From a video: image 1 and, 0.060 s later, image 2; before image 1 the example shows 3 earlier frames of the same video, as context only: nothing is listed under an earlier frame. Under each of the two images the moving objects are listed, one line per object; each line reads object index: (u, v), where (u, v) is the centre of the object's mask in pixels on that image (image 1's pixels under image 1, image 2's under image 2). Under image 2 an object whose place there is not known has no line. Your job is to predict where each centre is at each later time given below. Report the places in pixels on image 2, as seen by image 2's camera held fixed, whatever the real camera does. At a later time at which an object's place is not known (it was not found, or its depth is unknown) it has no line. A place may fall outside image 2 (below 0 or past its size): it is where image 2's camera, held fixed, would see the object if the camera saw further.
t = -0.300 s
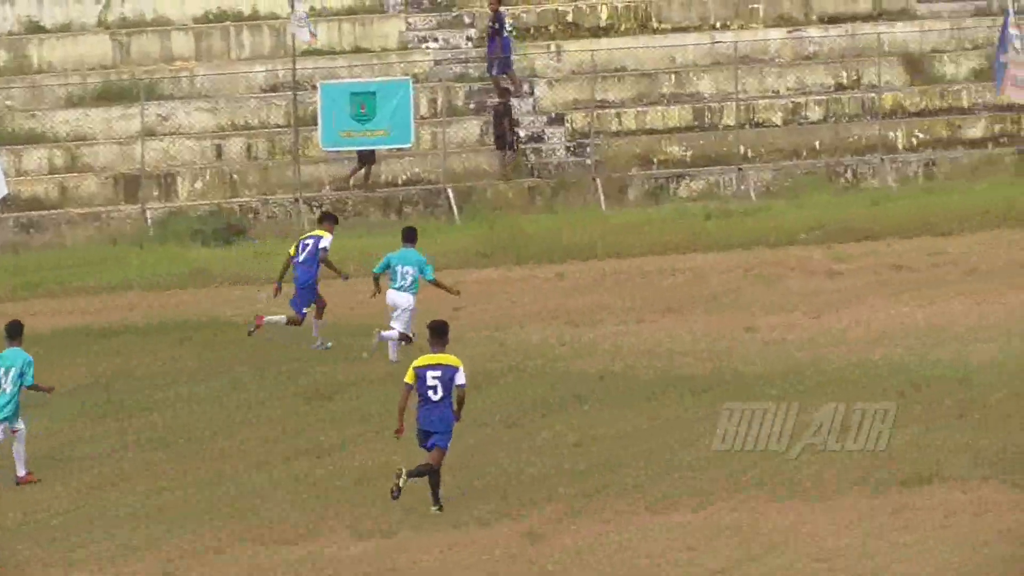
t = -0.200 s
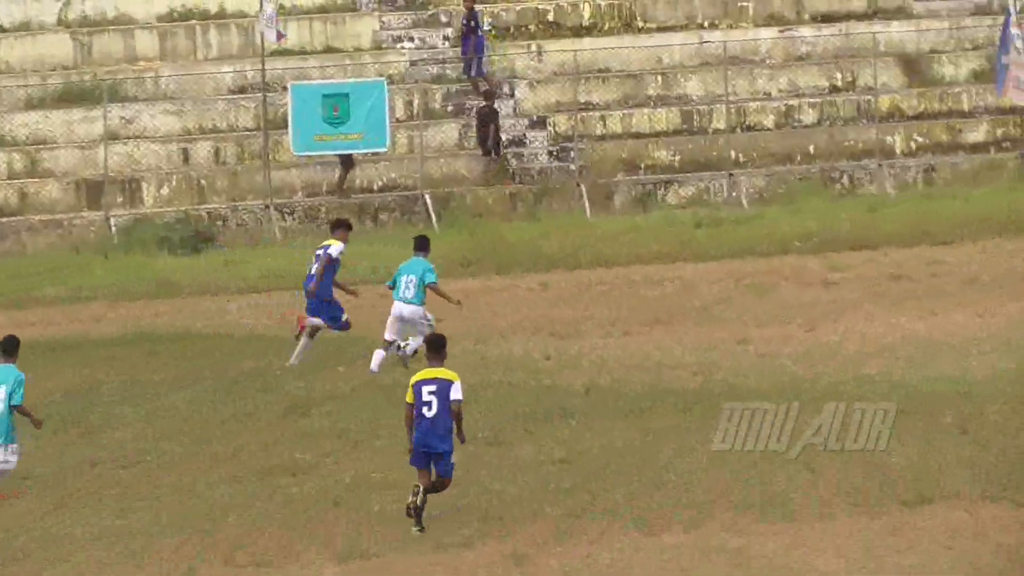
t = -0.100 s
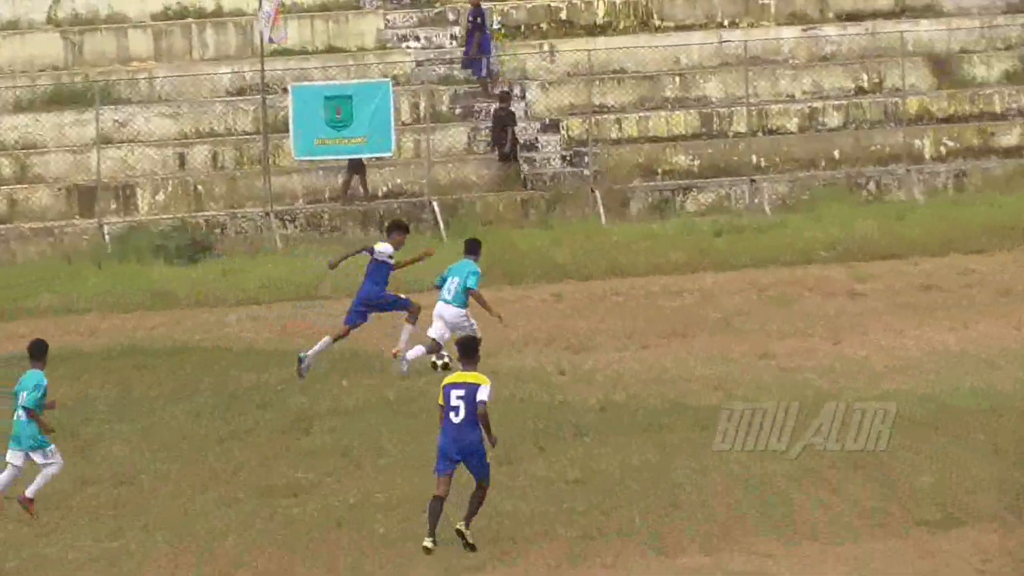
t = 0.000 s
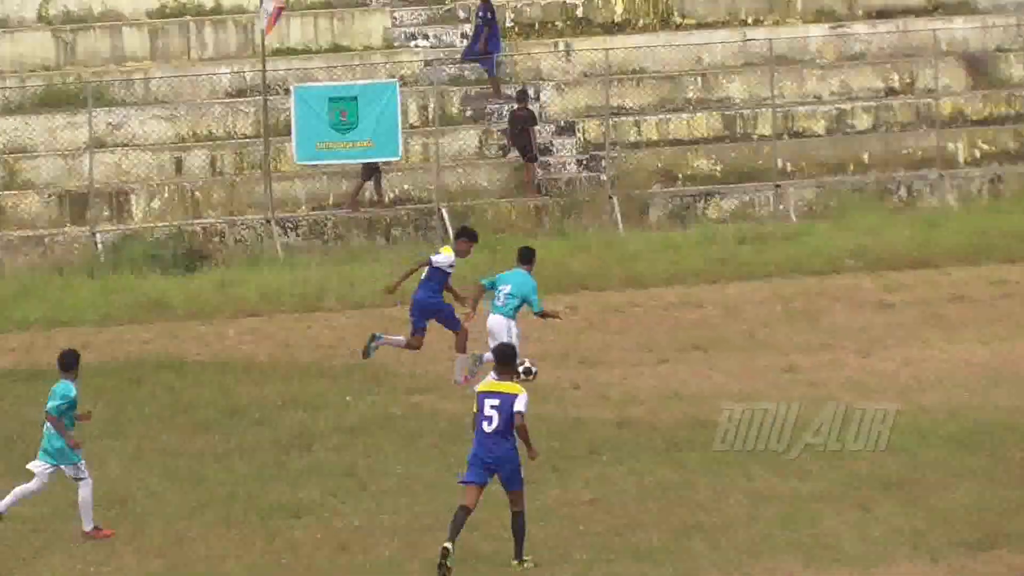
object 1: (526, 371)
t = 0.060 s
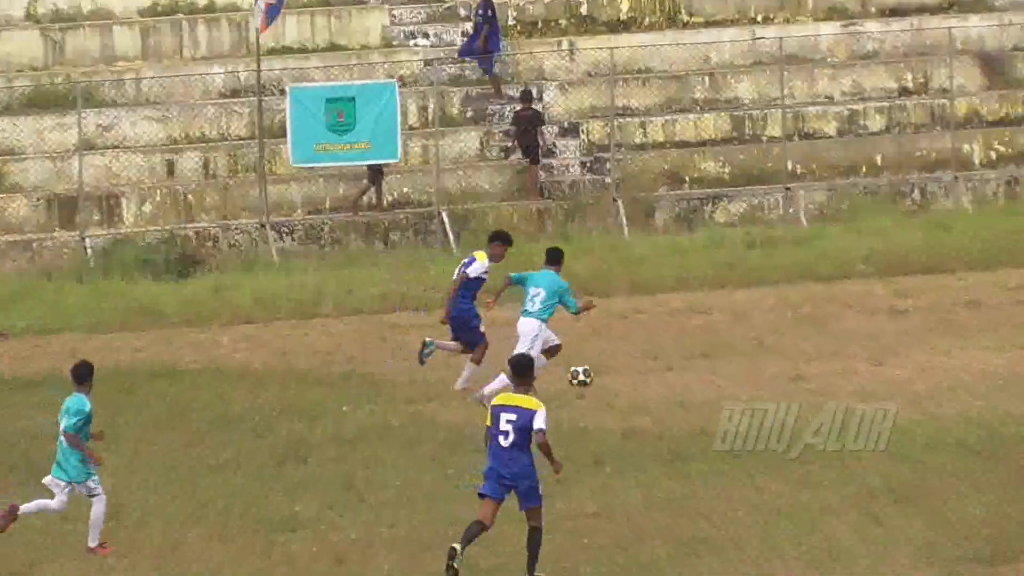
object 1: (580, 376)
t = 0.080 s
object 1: (596, 375)
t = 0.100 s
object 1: (613, 374)
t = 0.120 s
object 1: (629, 372)
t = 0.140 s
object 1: (644, 370)
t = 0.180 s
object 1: (673, 368)
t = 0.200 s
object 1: (686, 367)
